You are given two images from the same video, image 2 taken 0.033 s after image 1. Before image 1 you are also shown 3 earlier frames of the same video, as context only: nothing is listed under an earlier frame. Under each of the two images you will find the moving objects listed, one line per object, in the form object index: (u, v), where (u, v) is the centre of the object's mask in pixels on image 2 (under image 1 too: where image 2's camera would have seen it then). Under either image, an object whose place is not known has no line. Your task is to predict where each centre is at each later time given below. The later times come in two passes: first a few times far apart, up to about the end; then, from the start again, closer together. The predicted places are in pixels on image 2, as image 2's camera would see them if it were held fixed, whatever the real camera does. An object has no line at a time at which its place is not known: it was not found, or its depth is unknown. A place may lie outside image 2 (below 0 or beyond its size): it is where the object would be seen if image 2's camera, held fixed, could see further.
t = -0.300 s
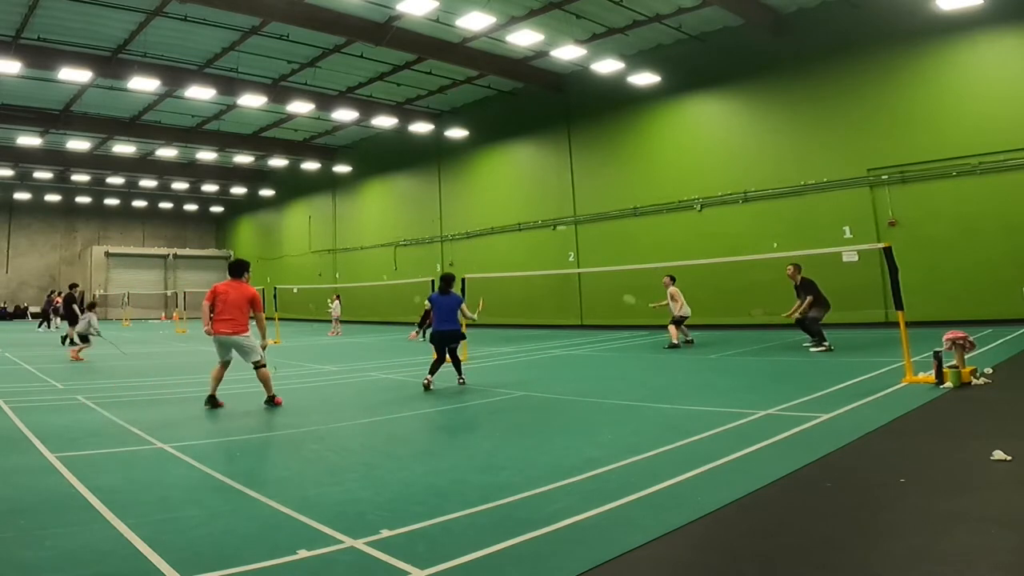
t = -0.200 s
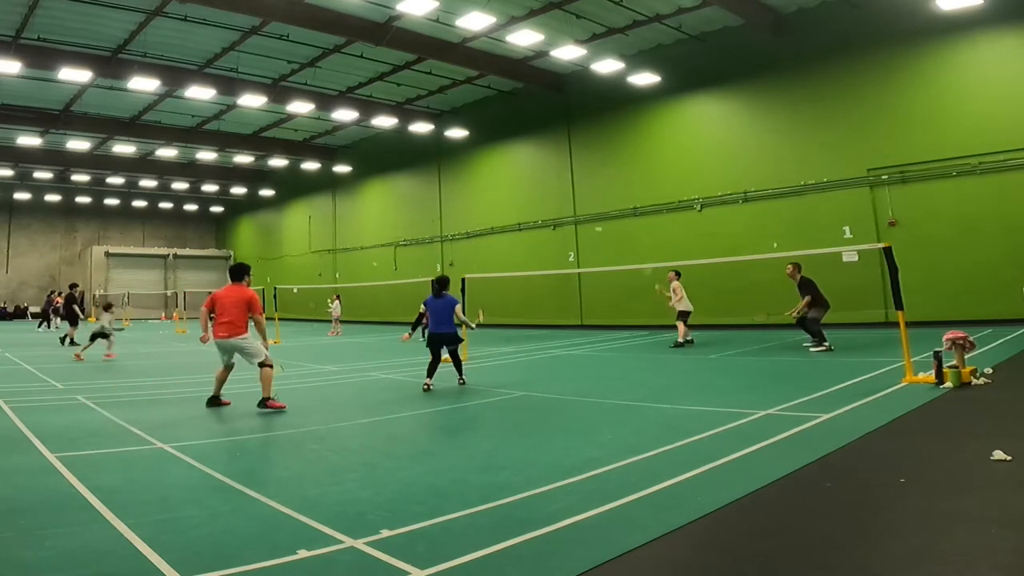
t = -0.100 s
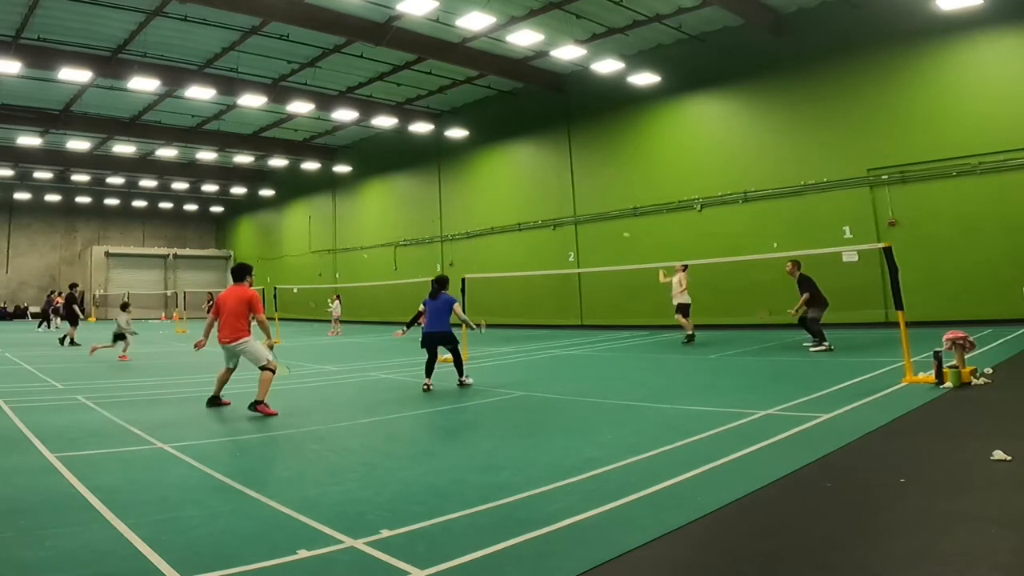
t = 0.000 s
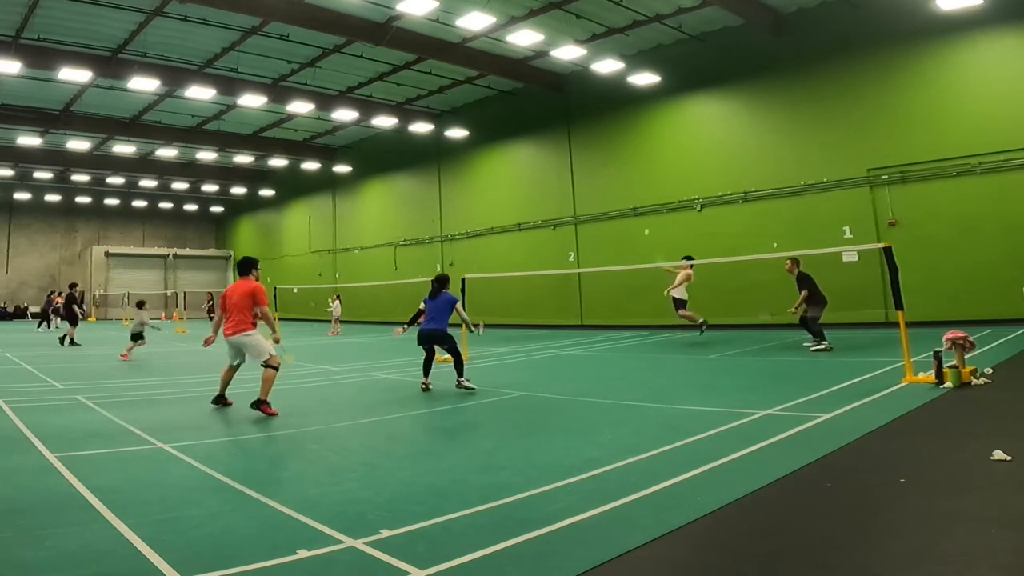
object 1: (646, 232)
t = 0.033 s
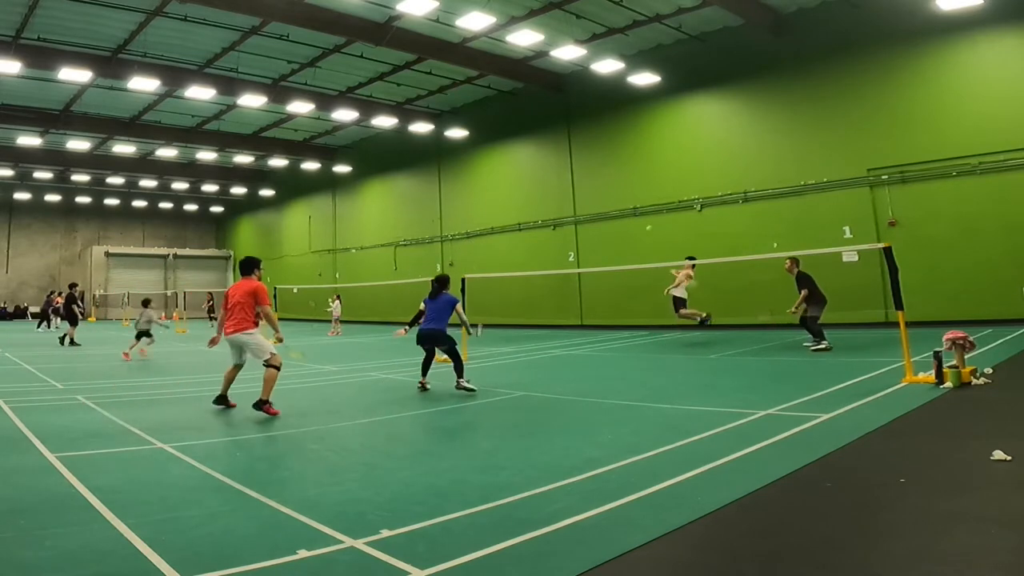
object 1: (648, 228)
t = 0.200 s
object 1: (661, 212)
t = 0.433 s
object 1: (679, 226)
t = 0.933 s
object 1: (722, 483)
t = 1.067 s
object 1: (725, 486)
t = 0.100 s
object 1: (654, 219)
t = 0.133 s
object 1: (656, 215)
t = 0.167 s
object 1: (658, 214)
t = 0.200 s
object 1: (661, 212)
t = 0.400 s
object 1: (676, 221)
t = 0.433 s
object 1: (679, 226)
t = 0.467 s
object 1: (682, 233)
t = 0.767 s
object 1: (710, 364)
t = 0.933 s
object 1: (722, 483)
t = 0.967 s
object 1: (723, 481)
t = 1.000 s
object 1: (724, 480)
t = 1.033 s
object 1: (724, 482)
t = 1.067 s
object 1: (725, 486)
